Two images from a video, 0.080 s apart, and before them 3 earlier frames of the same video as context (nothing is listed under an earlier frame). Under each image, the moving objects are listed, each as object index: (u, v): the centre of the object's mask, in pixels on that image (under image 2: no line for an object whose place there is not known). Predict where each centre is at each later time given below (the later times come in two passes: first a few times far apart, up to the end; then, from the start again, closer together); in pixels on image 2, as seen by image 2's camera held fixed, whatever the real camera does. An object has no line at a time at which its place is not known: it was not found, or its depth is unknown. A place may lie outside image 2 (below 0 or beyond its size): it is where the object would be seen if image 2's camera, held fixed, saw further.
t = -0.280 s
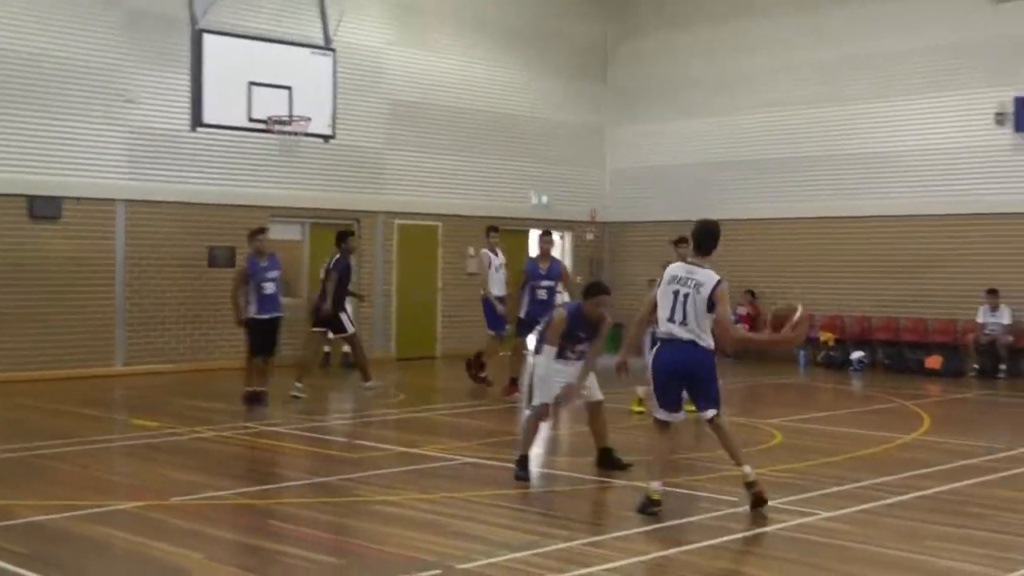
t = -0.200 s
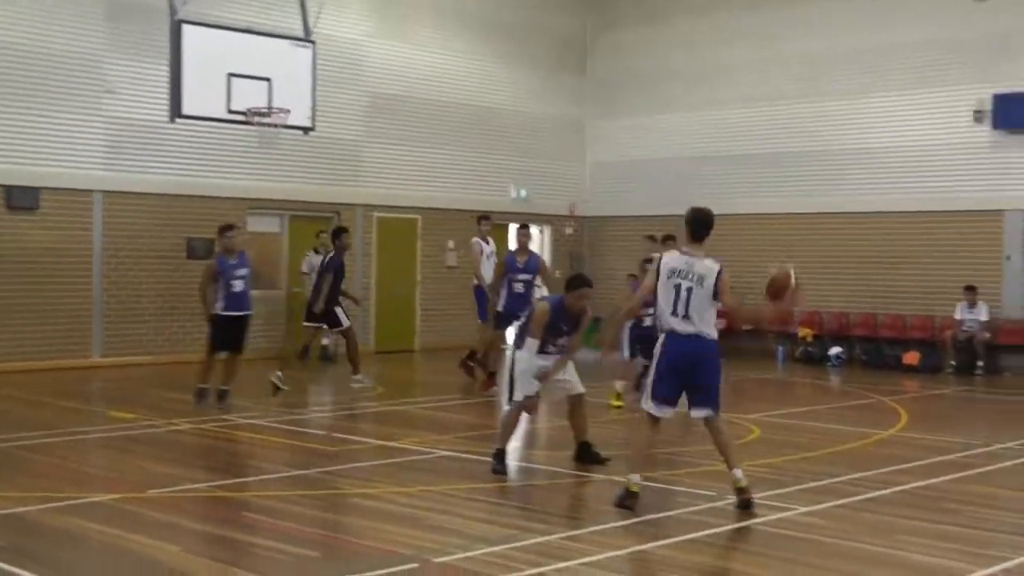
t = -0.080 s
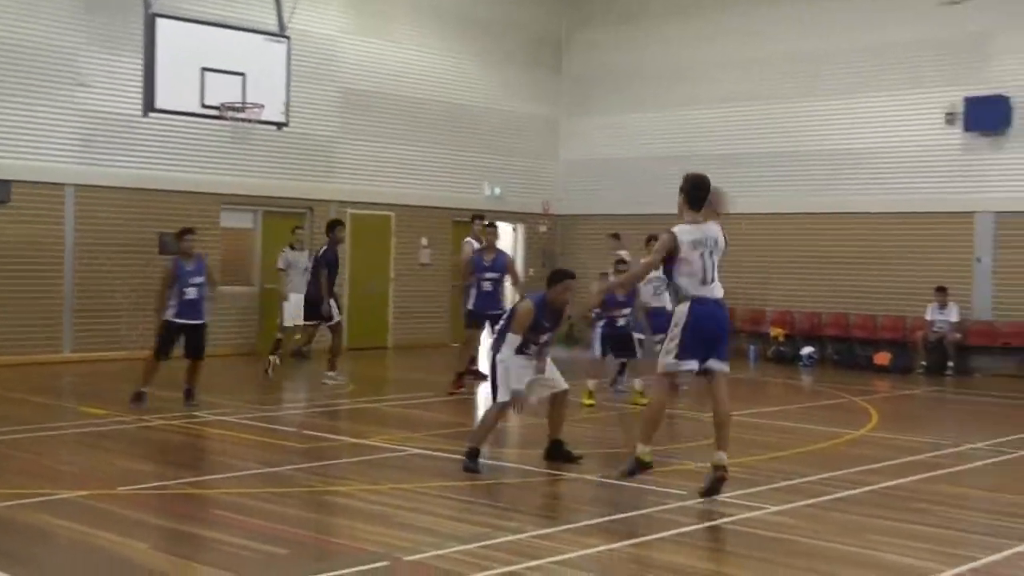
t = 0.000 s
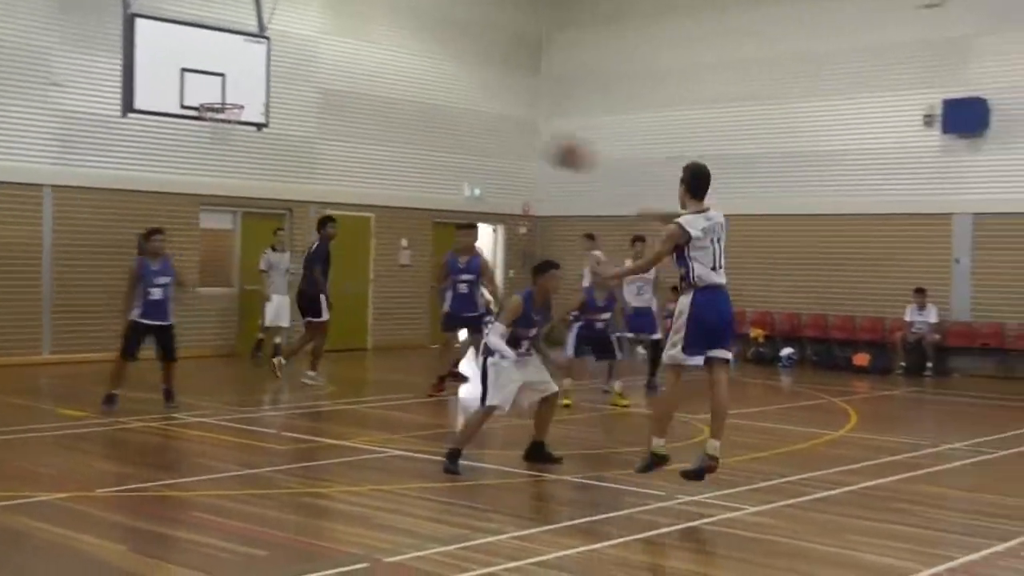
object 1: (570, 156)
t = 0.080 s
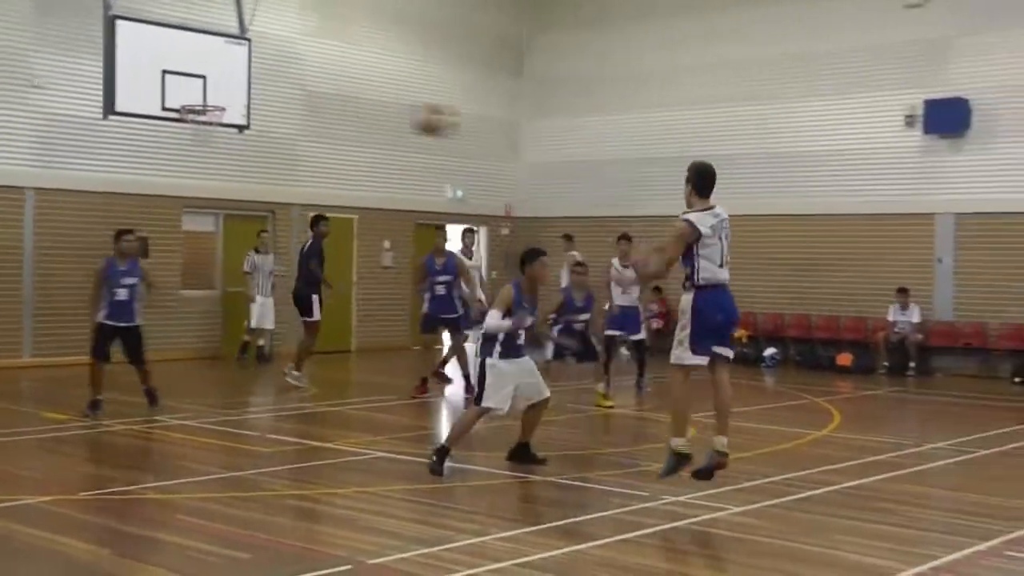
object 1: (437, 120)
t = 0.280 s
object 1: (159, 76)
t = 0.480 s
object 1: (-82, 89)
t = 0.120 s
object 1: (375, 105)
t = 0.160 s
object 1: (317, 96)
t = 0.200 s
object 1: (261, 86)
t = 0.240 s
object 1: (212, 79)
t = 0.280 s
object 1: (159, 76)
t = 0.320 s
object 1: (110, 75)
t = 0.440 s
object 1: (-35, 83)
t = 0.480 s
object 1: (-82, 89)
